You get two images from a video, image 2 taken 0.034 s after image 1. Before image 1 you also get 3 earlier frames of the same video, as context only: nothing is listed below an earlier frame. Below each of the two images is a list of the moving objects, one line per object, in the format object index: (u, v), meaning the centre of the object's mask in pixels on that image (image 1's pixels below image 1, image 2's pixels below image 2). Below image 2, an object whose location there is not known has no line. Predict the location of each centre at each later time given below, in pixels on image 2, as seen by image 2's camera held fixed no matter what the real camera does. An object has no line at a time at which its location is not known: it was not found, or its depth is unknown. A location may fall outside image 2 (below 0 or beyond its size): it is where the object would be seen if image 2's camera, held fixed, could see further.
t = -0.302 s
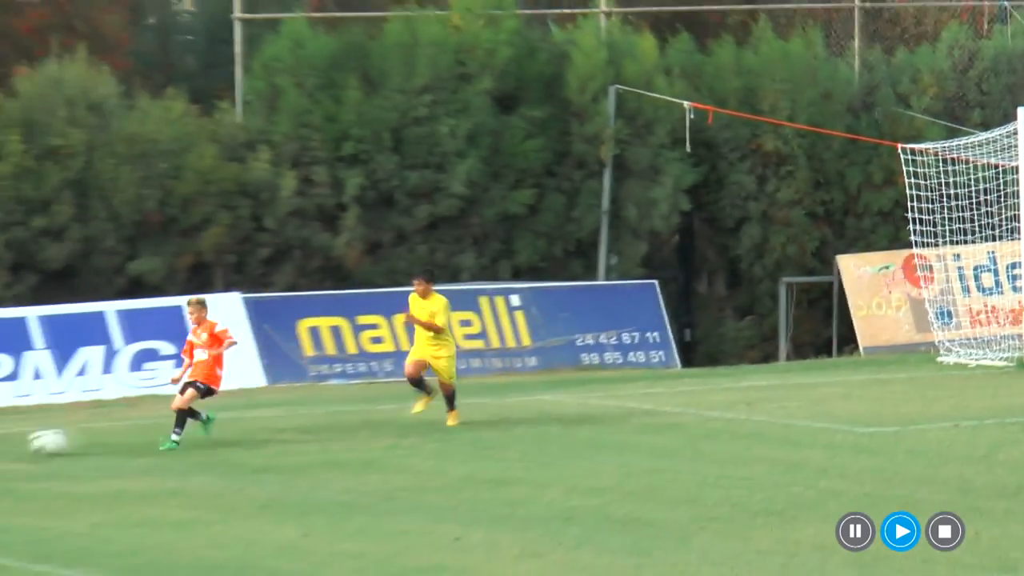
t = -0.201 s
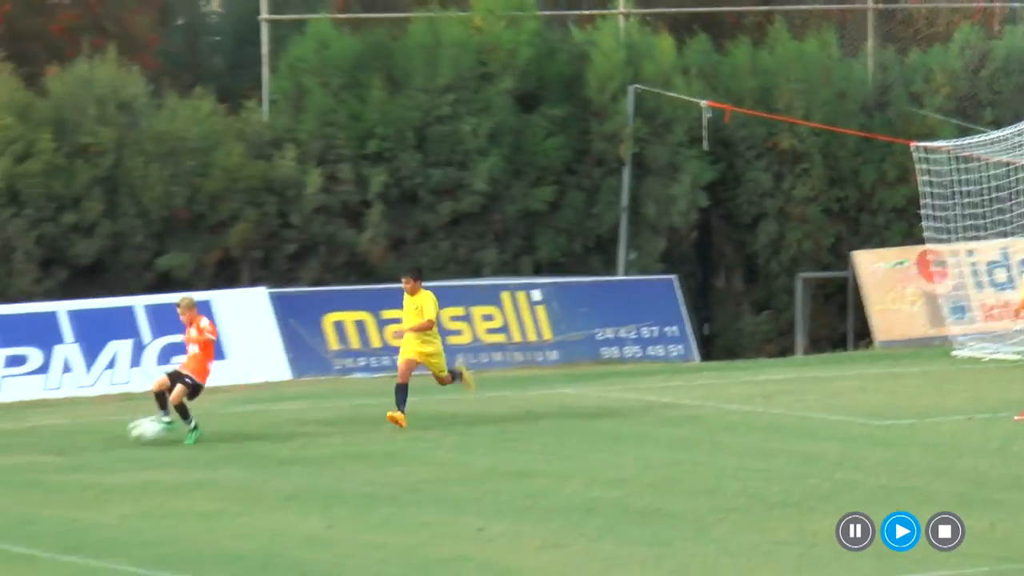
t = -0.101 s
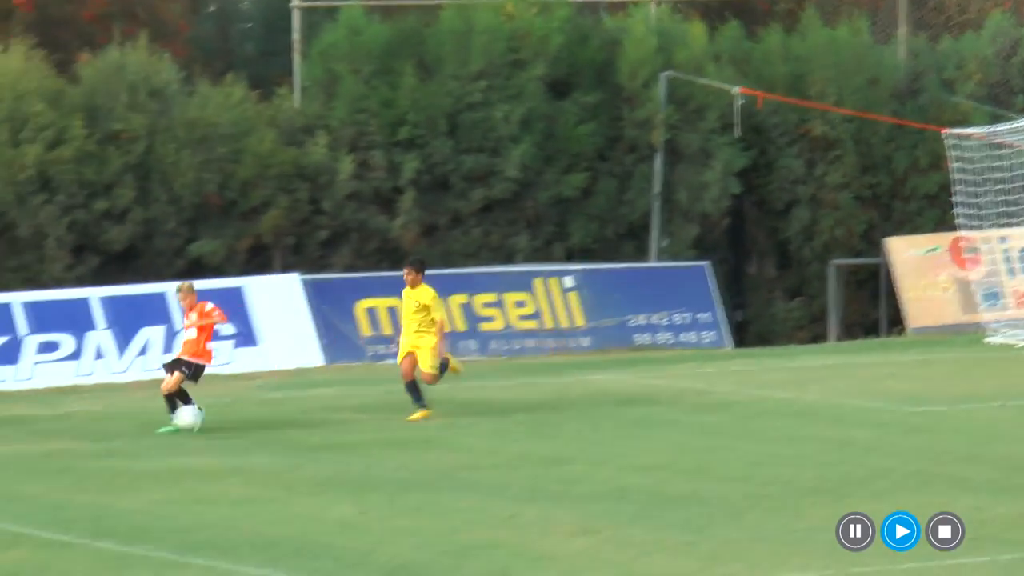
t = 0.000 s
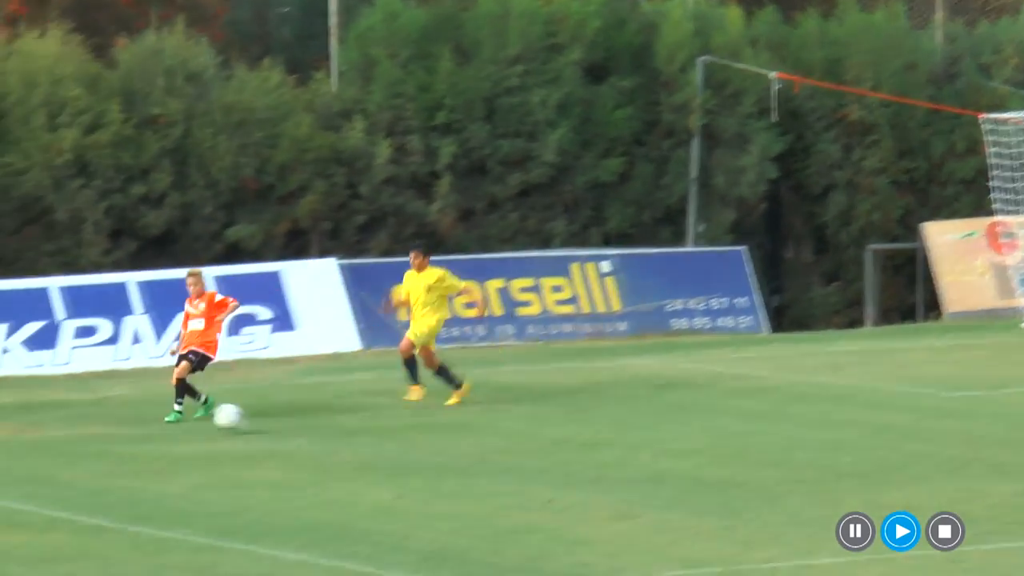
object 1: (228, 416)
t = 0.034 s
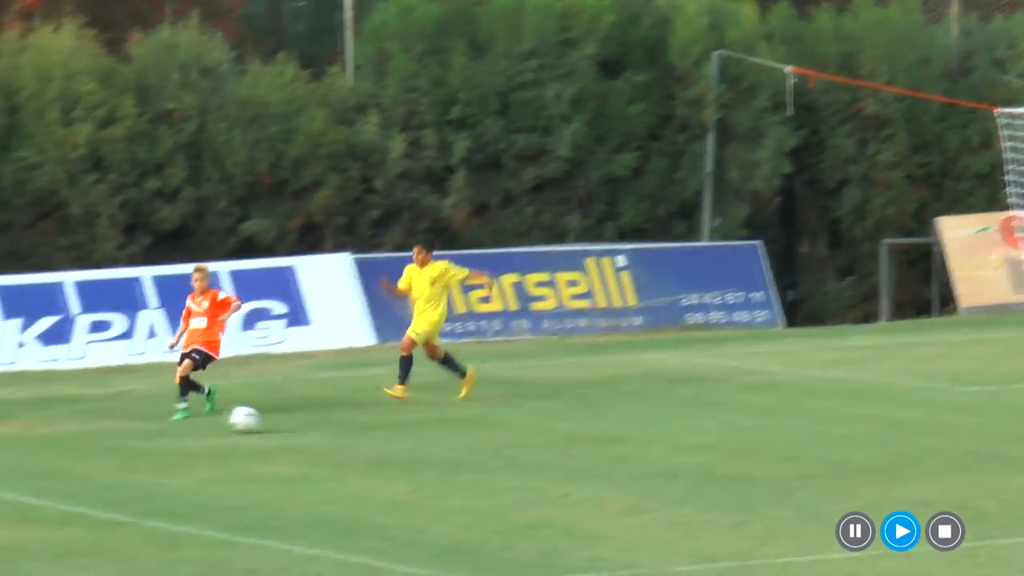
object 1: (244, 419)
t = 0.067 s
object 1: (246, 422)
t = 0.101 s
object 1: (248, 423)
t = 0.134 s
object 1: (251, 424)
